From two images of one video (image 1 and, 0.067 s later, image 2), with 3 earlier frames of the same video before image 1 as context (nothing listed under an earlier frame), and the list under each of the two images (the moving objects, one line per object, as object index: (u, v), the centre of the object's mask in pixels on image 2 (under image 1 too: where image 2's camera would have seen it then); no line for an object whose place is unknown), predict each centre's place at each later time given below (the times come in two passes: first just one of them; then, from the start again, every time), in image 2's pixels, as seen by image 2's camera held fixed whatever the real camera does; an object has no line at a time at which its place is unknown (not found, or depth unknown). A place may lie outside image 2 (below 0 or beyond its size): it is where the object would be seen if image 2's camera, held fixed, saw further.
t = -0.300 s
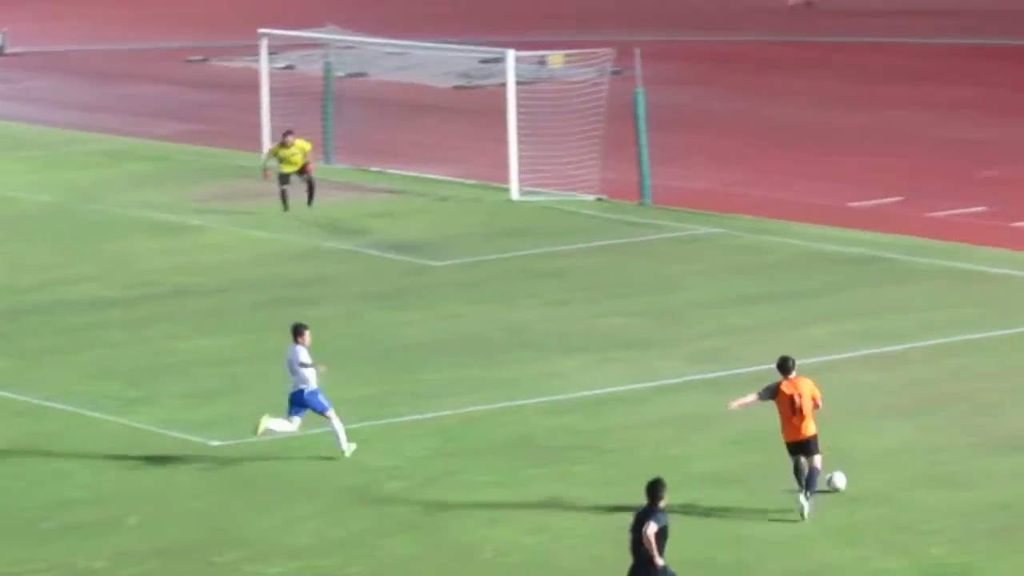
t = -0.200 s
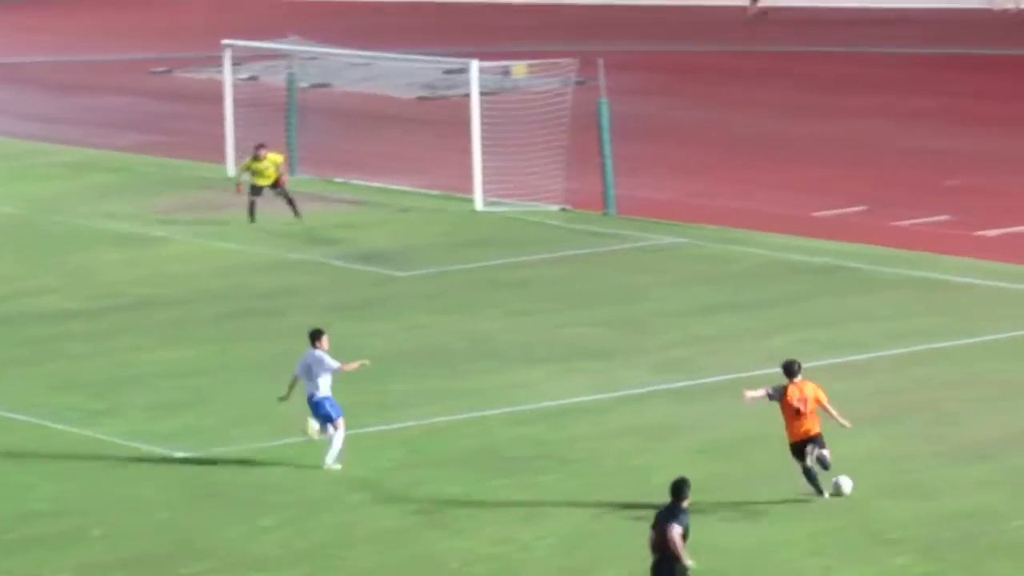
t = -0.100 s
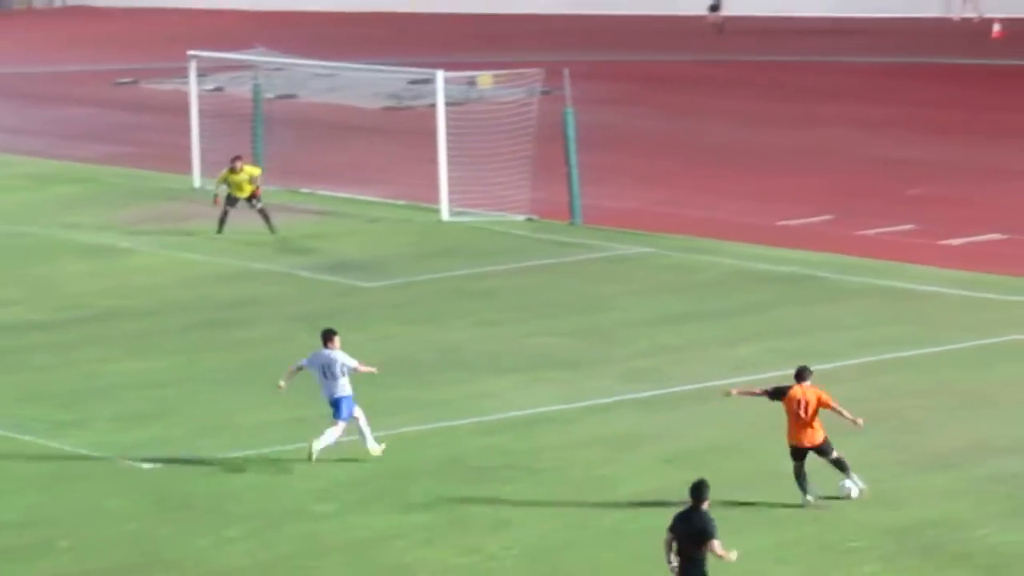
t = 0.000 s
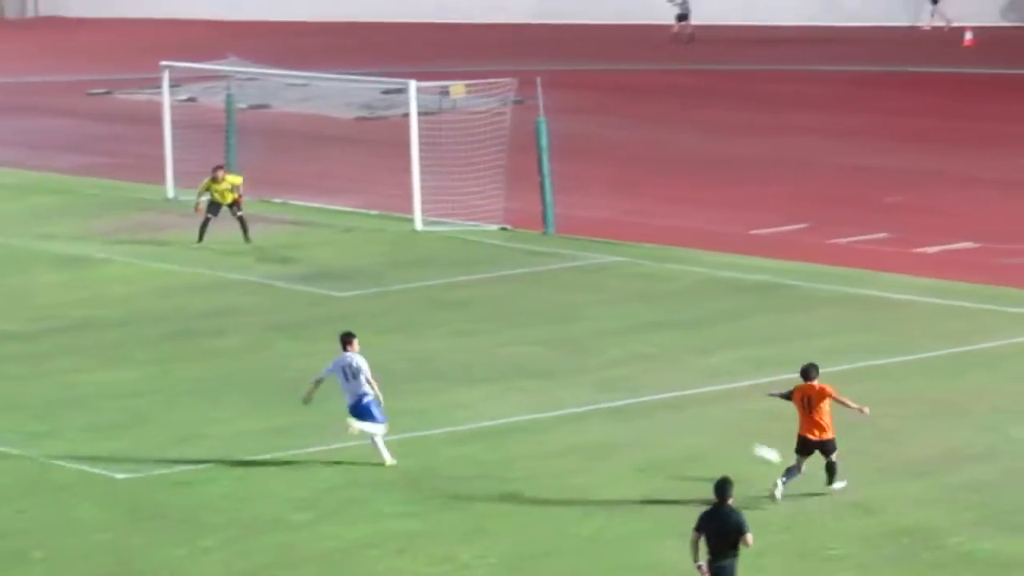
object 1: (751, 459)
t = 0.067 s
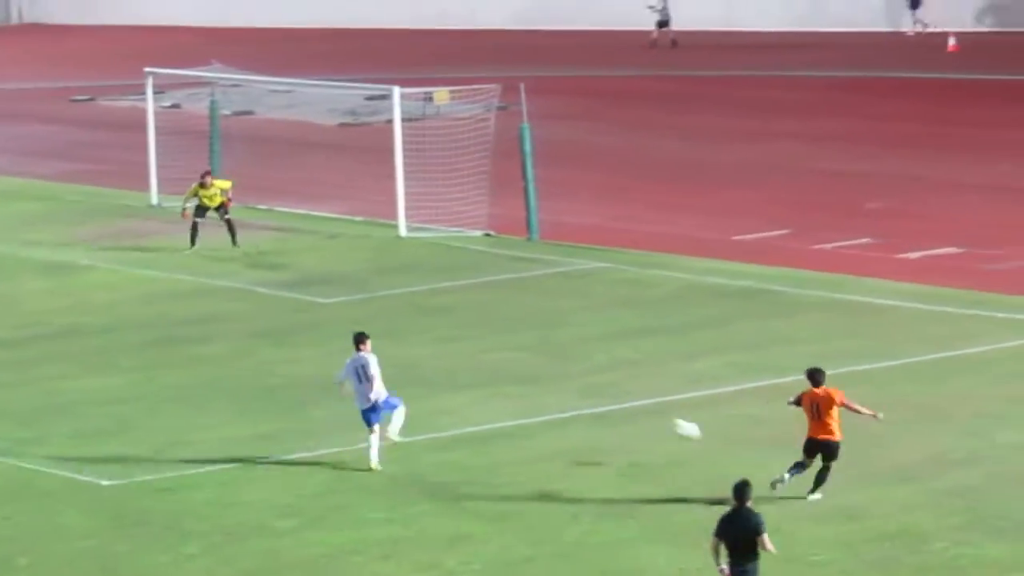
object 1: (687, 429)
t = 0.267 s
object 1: (507, 369)
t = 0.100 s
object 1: (656, 415)
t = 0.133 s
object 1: (624, 403)
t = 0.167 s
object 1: (594, 393)
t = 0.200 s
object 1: (565, 384)
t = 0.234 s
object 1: (534, 376)
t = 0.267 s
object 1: (507, 369)
